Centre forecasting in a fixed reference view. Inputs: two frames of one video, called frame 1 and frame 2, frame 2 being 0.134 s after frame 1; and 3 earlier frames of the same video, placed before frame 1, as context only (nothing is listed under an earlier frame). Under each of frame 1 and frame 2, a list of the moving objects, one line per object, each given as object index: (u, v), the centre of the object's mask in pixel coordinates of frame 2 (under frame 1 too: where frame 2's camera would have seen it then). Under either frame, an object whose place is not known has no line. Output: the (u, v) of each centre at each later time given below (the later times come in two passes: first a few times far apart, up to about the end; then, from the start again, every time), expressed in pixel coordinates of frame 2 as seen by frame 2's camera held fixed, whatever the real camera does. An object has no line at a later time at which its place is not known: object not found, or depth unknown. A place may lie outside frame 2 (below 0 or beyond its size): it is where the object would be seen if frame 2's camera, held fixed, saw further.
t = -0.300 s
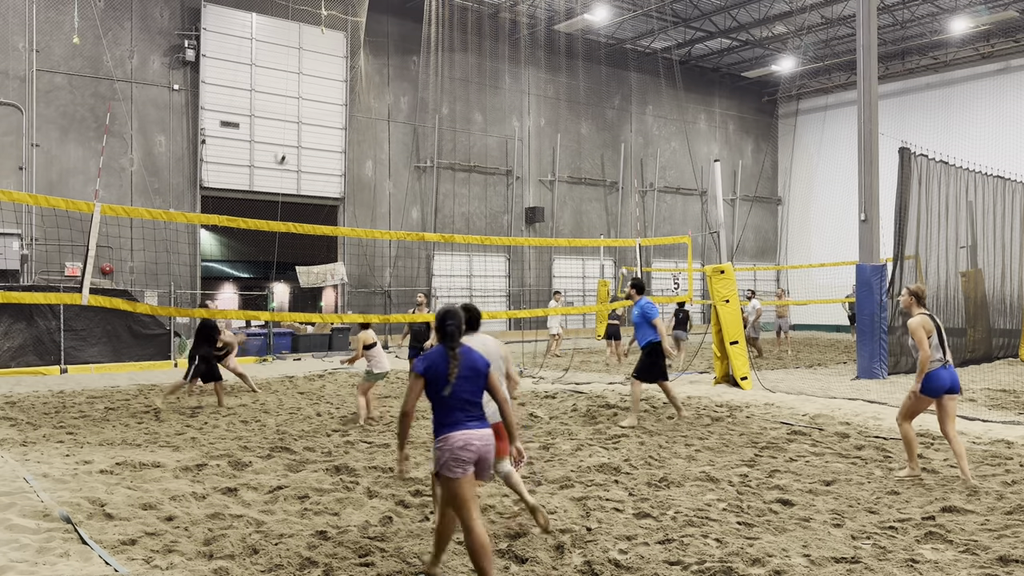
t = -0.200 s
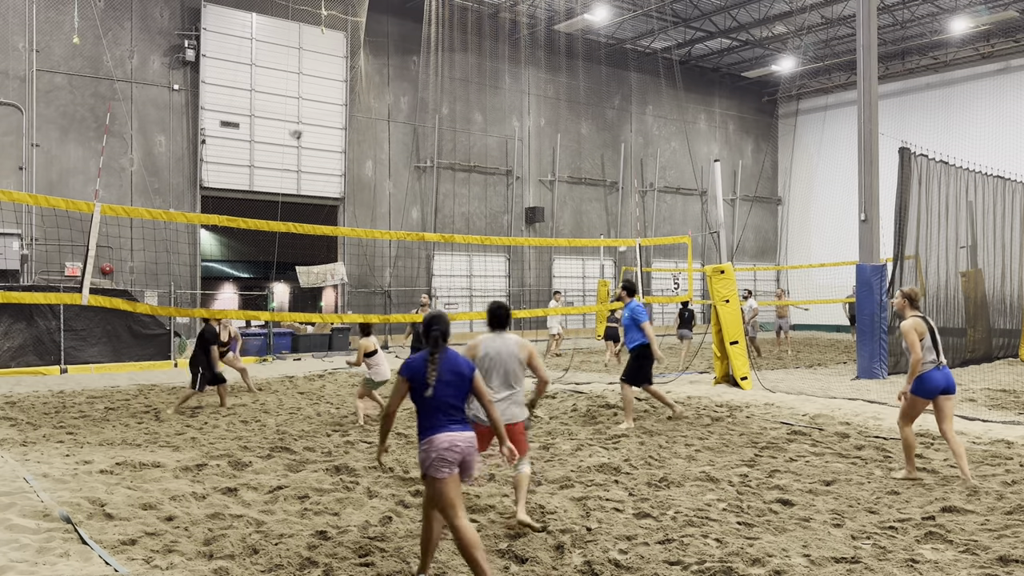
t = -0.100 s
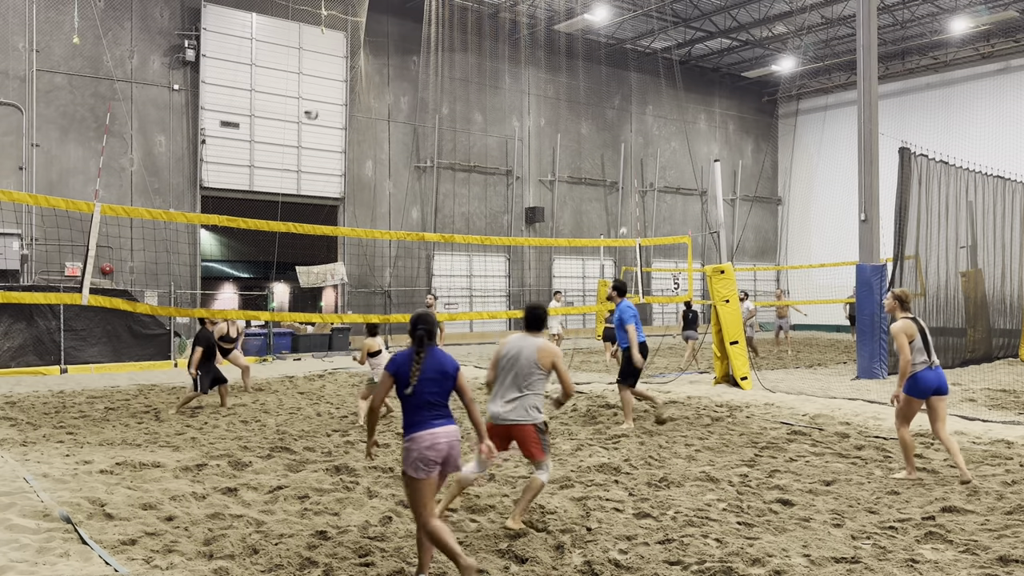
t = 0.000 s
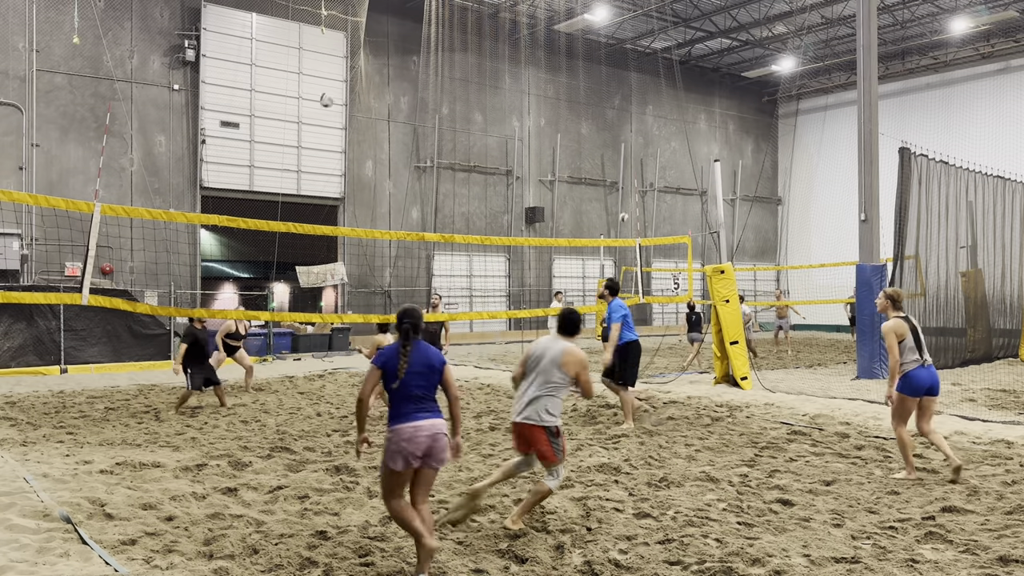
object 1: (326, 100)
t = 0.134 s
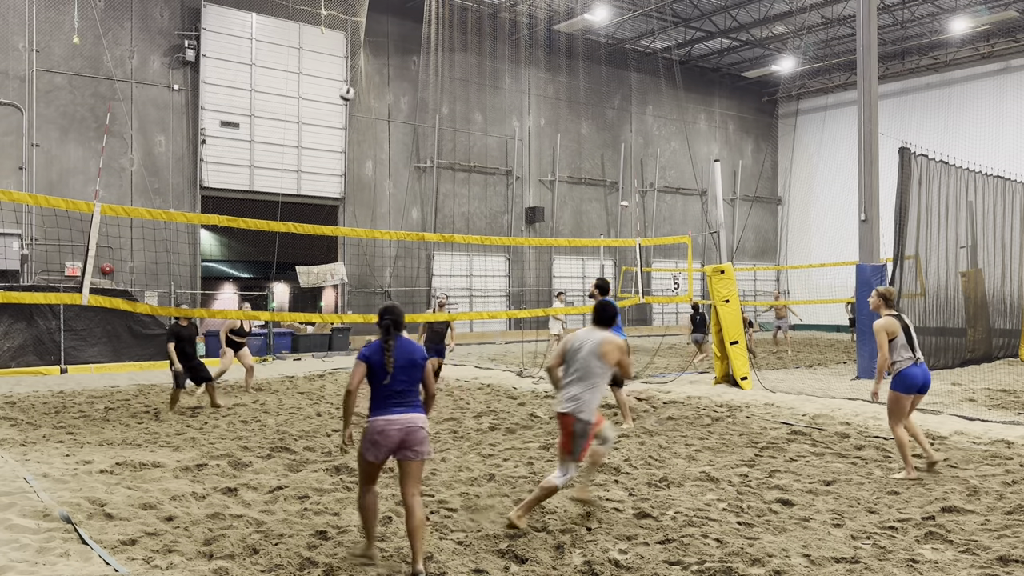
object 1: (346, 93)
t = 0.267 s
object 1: (366, 98)
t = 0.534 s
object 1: (407, 147)
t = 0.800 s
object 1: (447, 246)
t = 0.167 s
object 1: (352, 93)
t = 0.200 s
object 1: (356, 94)
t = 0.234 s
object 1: (361, 95)
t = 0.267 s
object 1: (366, 98)
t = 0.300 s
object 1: (371, 101)
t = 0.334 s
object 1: (376, 106)
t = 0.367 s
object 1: (381, 111)
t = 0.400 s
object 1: (386, 116)
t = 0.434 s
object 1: (391, 122)
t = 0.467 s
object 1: (396, 130)
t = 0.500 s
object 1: (401, 138)
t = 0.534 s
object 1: (407, 147)
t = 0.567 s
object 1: (412, 155)
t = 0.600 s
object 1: (416, 165)
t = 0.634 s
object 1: (421, 177)
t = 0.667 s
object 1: (426, 189)
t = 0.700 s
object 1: (431, 200)
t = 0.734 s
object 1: (436, 214)
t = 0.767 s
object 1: (441, 226)
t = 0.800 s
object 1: (447, 246)
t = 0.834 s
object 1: (452, 258)
